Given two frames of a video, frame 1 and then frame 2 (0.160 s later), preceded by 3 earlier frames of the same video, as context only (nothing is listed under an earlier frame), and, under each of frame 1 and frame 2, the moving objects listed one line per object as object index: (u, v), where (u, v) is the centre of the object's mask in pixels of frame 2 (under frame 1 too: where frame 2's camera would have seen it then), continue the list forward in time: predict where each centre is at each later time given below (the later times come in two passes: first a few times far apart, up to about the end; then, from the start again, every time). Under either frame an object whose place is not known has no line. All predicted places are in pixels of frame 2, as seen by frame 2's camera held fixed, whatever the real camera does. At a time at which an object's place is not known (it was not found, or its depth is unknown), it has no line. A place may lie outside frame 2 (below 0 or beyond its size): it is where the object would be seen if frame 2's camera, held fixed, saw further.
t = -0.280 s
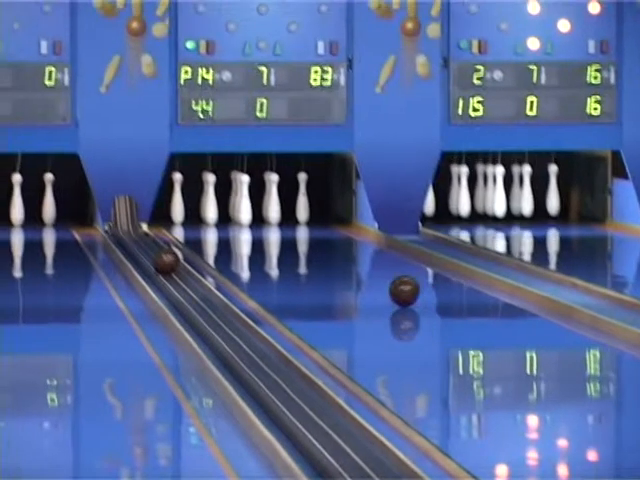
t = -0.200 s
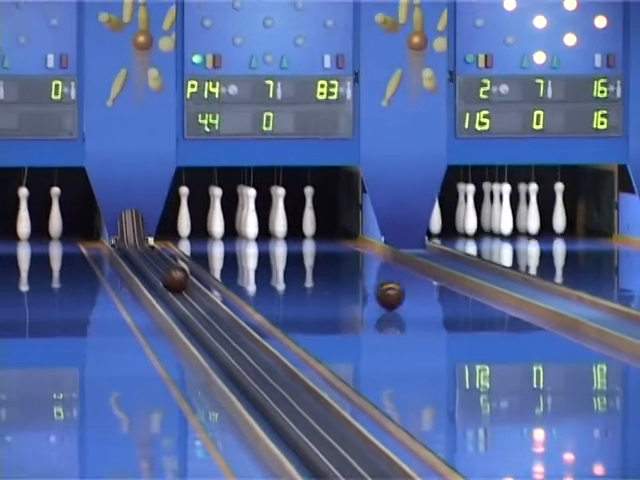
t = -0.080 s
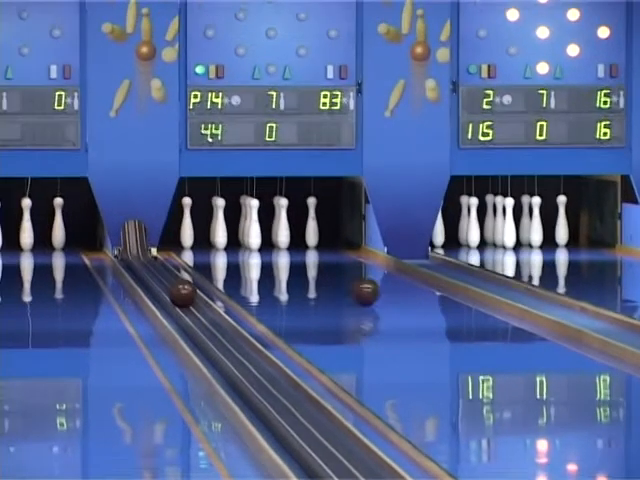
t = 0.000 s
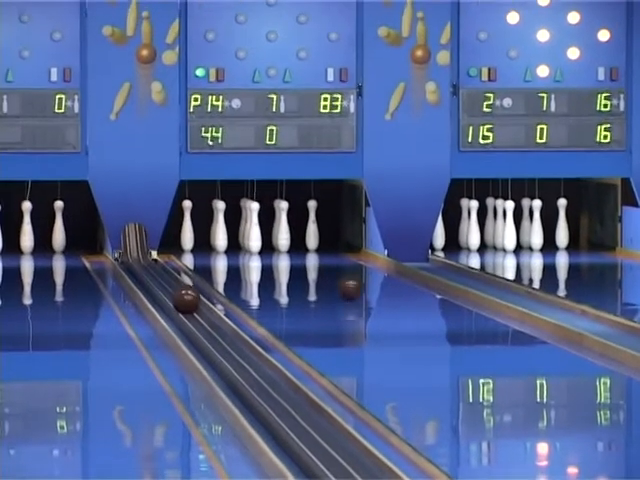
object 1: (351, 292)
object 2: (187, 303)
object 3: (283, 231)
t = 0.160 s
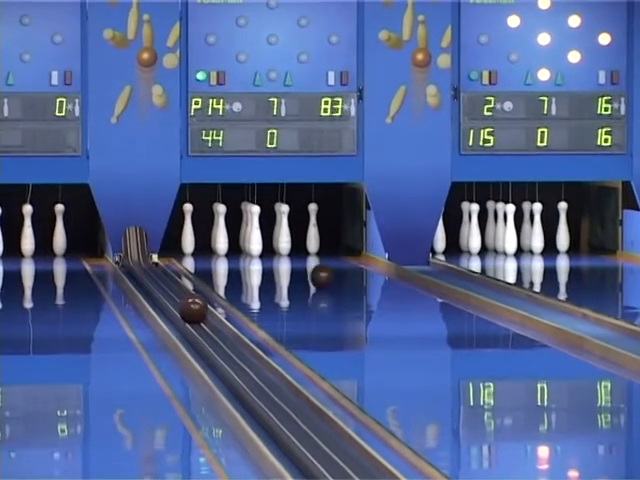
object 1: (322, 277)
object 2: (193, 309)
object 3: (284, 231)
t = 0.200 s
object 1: (314, 273)
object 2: (194, 310)
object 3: (284, 231)
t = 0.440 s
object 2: (206, 322)
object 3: (284, 228)
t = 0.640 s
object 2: (215, 331)
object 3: (284, 231)
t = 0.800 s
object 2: (224, 339)
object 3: (299, 235)
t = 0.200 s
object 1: (314, 273)
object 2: (194, 310)
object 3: (284, 231)
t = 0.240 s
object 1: (310, 270)
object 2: (196, 312)
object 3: (284, 231)
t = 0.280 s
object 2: (199, 314)
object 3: (284, 231)
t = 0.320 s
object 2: (201, 316)
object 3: (284, 231)
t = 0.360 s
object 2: (202, 318)
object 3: (284, 231)
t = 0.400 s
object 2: (204, 320)
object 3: (284, 229)
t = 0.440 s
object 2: (206, 322)
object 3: (284, 228)
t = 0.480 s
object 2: (207, 322)
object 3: (284, 228)
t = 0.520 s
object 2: (210, 324)
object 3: (284, 230)
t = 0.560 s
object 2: (211, 326)
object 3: (284, 231)
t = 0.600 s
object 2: (213, 328)
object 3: (284, 231)
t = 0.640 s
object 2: (215, 331)
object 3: (284, 231)
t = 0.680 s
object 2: (218, 333)
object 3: (284, 231)
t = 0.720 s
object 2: (220, 335)
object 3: (288, 232)
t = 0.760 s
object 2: (222, 336)
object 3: (294, 233)
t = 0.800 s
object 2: (224, 339)
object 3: (299, 235)
